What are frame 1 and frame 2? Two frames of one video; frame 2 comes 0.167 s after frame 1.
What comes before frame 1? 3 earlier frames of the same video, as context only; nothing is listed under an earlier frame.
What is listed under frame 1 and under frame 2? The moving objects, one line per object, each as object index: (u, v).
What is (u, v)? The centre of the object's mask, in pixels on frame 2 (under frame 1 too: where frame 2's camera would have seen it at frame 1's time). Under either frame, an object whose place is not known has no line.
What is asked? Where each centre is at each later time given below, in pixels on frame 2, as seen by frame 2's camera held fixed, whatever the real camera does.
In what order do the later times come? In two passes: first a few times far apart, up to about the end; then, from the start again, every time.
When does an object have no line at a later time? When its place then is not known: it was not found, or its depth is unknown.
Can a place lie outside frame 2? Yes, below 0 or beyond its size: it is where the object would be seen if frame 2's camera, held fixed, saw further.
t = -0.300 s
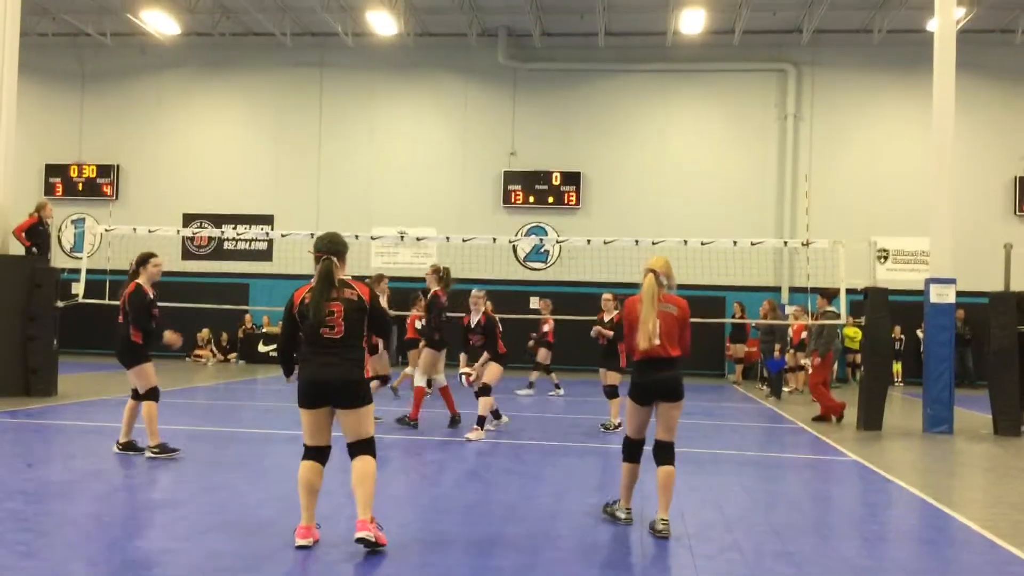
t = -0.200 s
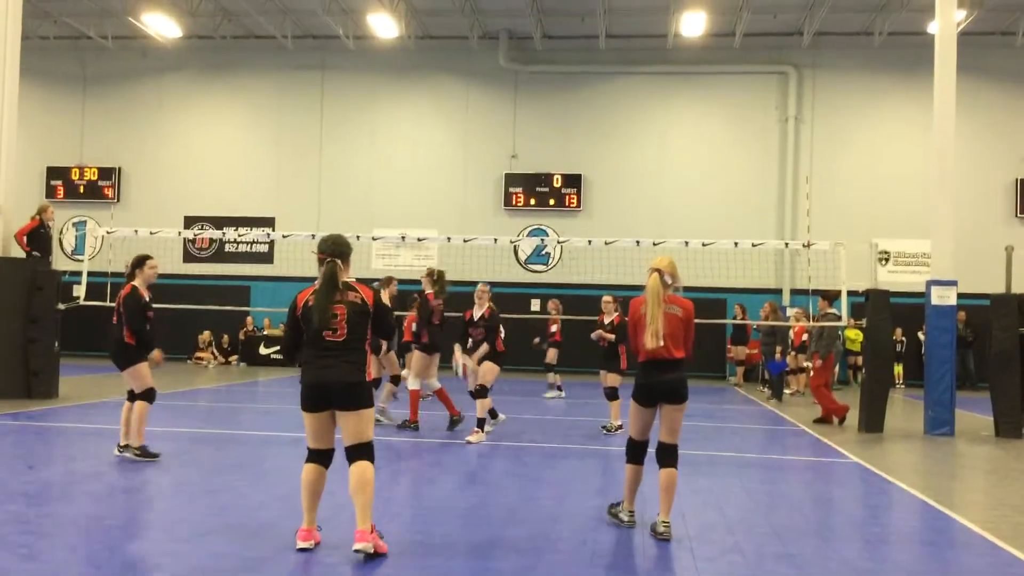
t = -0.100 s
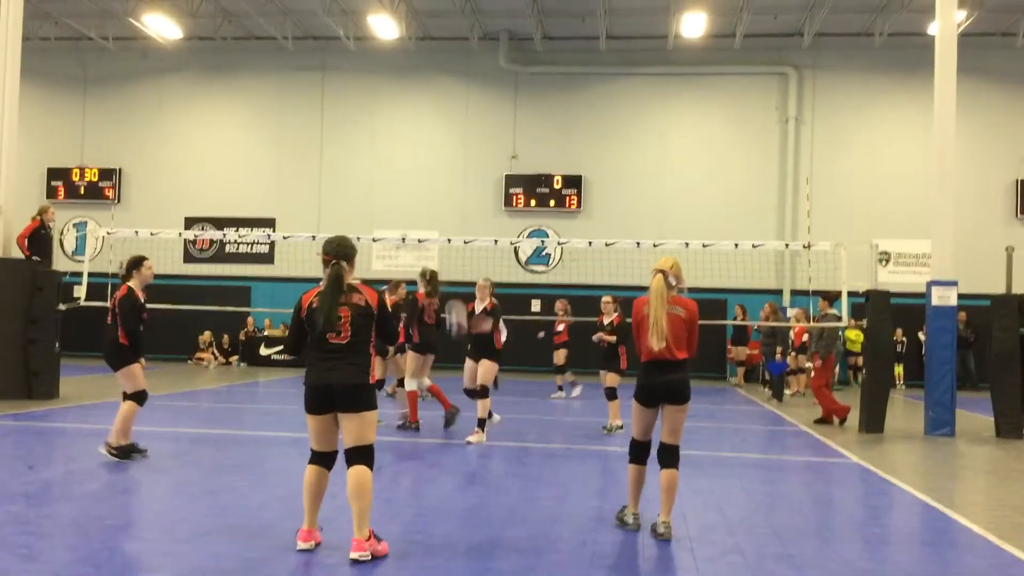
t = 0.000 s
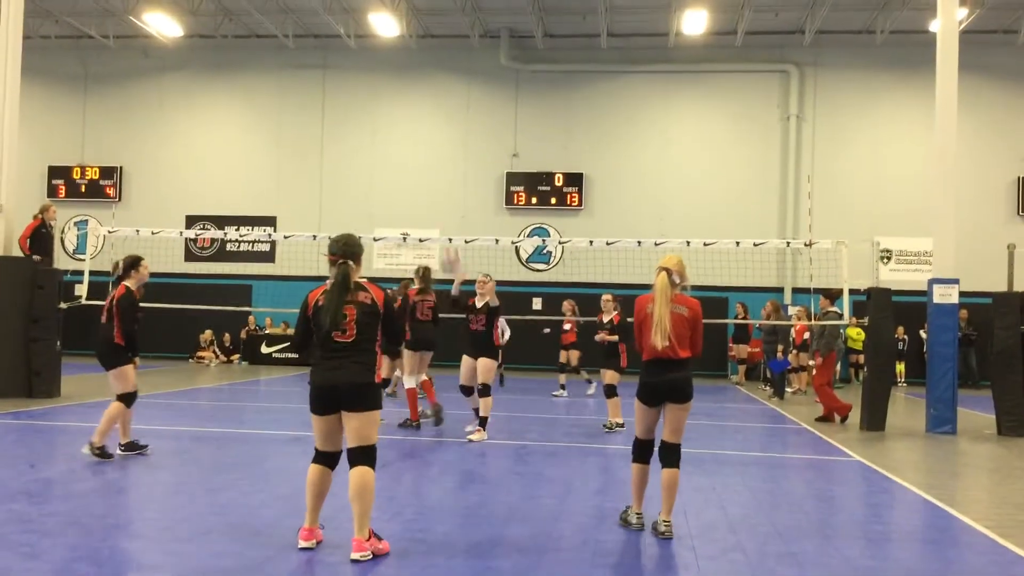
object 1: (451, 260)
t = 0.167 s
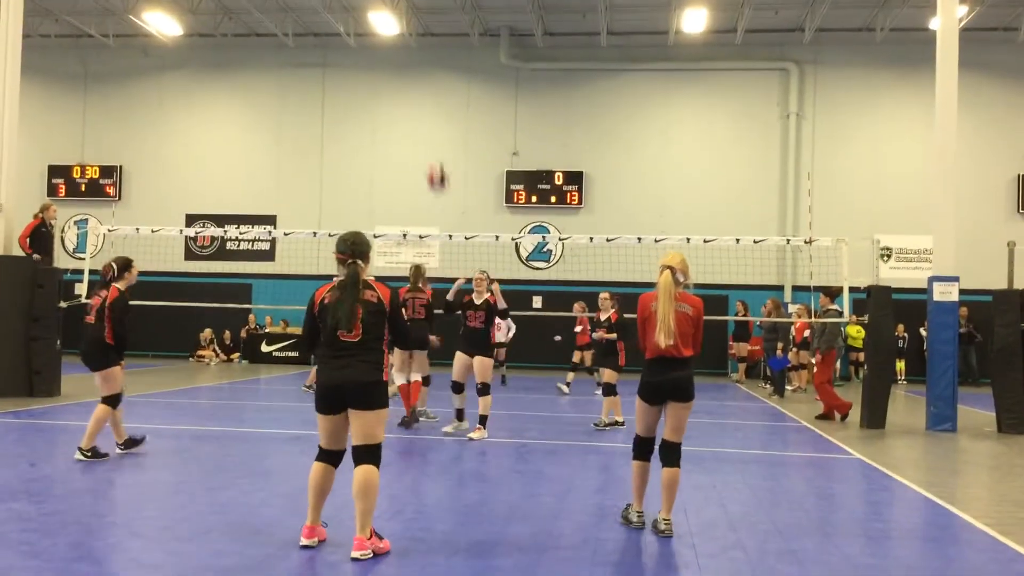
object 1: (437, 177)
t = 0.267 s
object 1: (428, 142)
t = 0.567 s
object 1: (392, 90)
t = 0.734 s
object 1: (364, 120)
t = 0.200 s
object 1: (434, 164)
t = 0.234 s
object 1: (431, 152)
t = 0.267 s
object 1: (428, 142)
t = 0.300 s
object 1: (425, 129)
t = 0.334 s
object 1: (422, 120)
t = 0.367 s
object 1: (418, 111)
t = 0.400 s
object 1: (414, 105)
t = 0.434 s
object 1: (410, 98)
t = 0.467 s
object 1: (407, 94)
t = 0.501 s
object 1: (402, 91)
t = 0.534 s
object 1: (397, 90)
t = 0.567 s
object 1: (392, 90)
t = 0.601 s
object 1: (387, 92)
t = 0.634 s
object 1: (382, 96)
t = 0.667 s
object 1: (377, 102)
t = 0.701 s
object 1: (370, 110)
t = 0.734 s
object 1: (364, 120)
